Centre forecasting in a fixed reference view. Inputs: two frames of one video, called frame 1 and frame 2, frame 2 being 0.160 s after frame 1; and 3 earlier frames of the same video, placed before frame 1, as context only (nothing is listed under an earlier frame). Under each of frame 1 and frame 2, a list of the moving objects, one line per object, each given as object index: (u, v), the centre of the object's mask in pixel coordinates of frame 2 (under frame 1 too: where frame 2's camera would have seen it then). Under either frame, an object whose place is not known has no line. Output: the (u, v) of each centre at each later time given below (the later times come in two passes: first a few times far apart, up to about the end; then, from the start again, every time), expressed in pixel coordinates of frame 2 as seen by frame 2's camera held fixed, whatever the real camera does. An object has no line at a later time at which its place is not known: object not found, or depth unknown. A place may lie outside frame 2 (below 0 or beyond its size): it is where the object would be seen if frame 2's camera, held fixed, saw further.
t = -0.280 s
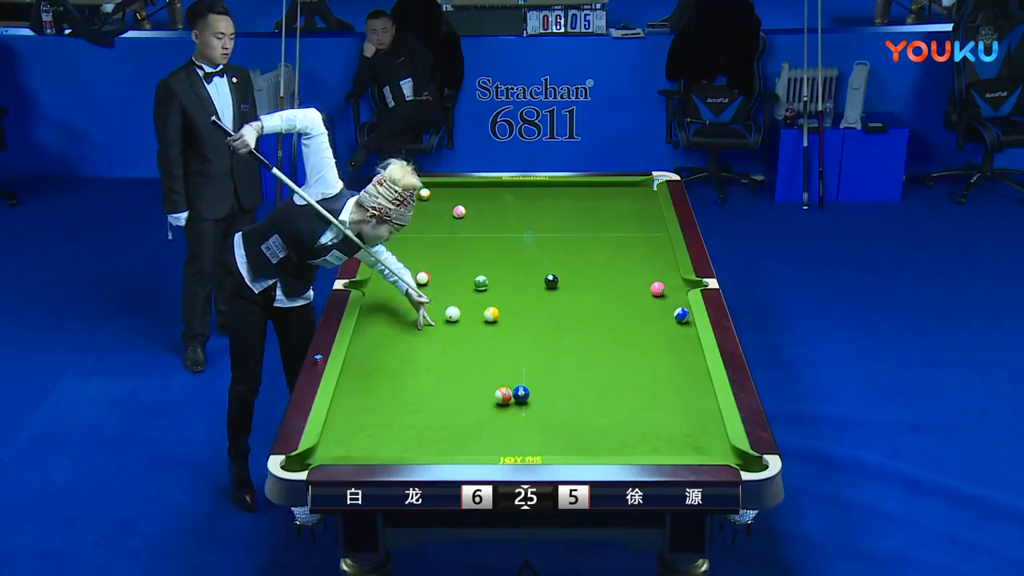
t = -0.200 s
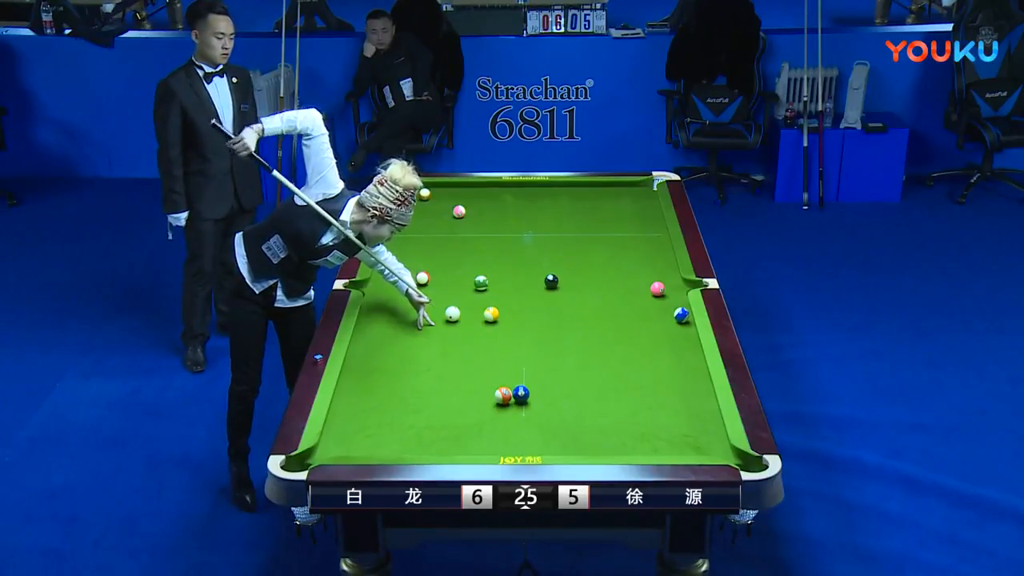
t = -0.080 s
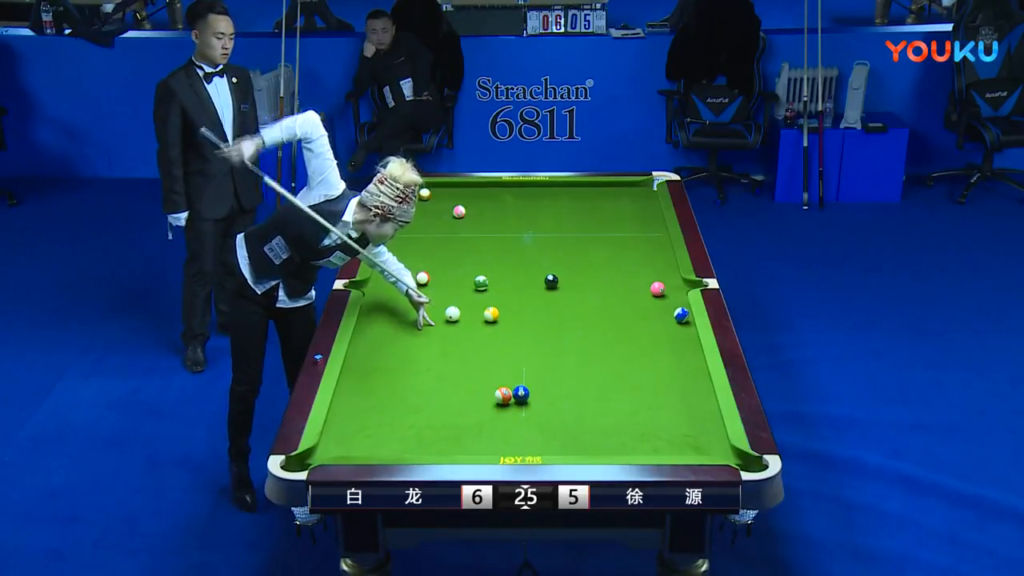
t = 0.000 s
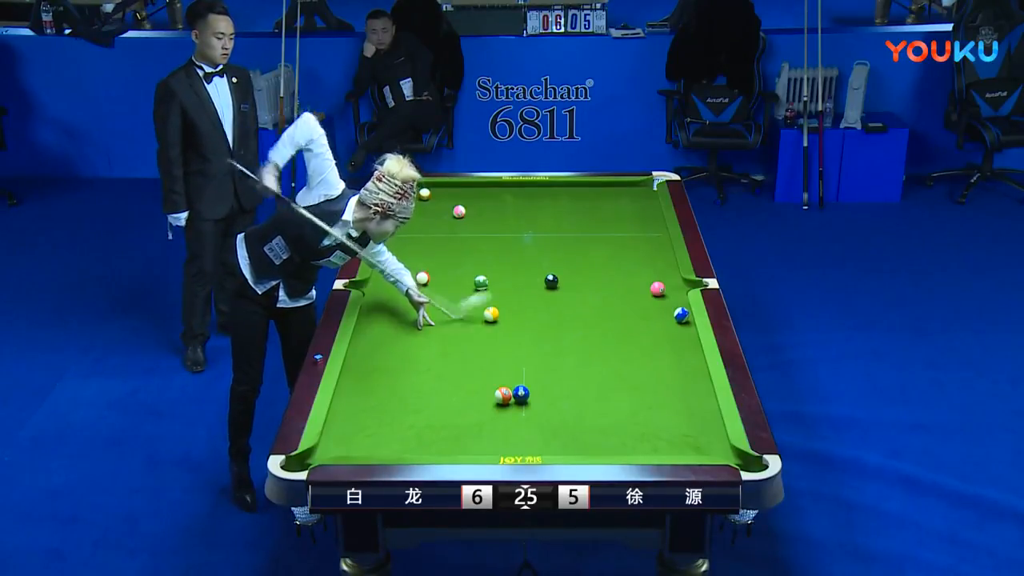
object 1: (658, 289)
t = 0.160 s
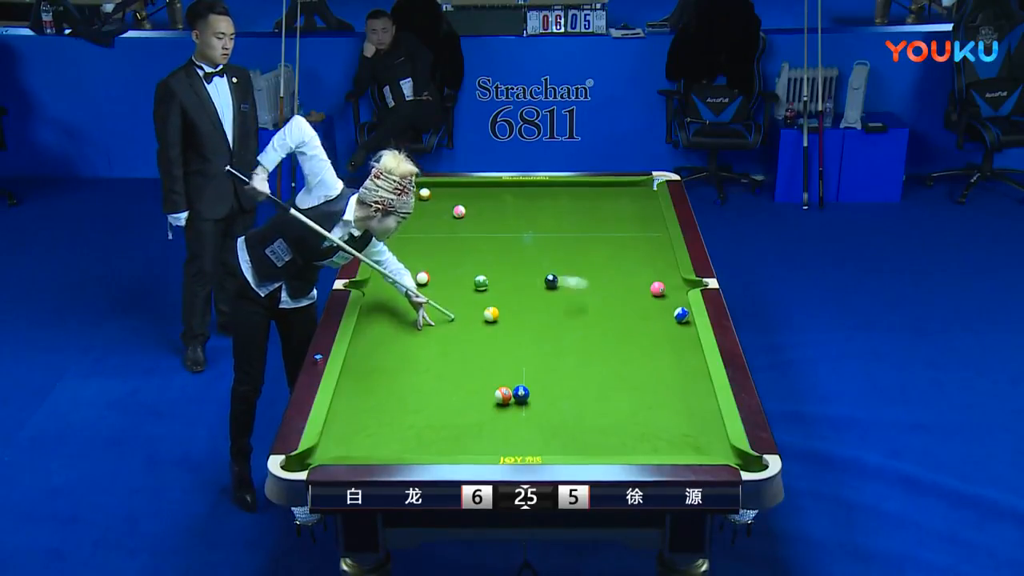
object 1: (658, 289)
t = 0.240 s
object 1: (657, 289)
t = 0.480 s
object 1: (664, 288)
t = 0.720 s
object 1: (629, 304)
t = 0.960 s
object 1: (596, 318)
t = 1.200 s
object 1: (561, 333)
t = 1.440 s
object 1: (526, 348)
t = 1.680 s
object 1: (491, 363)
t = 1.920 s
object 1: (454, 380)
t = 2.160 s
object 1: (417, 396)
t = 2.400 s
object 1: (379, 412)
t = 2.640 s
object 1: (340, 428)
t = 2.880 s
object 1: (342, 442)
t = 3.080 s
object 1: (355, 449)
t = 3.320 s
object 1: (372, 447)
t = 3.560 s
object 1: (387, 443)
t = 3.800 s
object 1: (402, 436)
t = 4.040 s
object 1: (415, 431)
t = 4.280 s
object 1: (426, 427)
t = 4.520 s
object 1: (436, 422)
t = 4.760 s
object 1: (445, 419)
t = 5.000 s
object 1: (453, 416)
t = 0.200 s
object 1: (657, 289)
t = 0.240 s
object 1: (657, 289)
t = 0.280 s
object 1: (658, 289)
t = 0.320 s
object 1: (666, 286)
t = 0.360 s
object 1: (676, 282)
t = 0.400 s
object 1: (683, 282)
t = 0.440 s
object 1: (670, 285)
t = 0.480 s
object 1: (664, 288)
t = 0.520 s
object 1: (657, 291)
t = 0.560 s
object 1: (651, 294)
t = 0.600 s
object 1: (645, 296)
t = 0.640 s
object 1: (640, 299)
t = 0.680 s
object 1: (634, 301)
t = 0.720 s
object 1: (629, 304)
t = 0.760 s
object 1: (623, 306)
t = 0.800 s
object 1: (618, 308)
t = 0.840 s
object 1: (613, 310)
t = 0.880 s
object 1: (607, 313)
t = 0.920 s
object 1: (601, 315)
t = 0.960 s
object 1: (596, 318)
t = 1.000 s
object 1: (590, 320)
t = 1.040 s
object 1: (584, 323)
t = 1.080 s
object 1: (579, 325)
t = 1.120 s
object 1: (573, 328)
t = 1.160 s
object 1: (567, 330)
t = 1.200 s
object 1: (561, 333)
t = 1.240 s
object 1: (555, 336)
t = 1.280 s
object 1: (550, 338)
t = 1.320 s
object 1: (544, 340)
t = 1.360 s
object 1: (538, 343)
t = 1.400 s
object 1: (532, 346)
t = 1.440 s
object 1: (526, 348)
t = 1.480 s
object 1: (520, 351)
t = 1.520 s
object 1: (515, 353)
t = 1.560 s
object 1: (509, 356)
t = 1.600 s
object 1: (503, 359)
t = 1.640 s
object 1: (497, 361)
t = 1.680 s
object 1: (491, 363)
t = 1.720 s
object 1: (484, 367)
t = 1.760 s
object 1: (479, 369)
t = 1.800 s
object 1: (472, 372)
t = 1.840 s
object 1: (466, 374)
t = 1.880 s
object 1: (460, 377)
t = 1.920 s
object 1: (454, 380)
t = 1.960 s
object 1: (448, 382)
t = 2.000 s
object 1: (442, 385)
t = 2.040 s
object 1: (436, 387)
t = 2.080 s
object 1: (430, 391)
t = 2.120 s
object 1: (423, 393)
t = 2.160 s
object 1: (417, 396)
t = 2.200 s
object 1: (411, 398)
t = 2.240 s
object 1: (404, 401)
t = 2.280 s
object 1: (398, 404)
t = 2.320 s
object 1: (392, 407)
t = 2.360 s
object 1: (385, 410)
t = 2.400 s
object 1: (379, 412)
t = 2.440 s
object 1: (373, 415)
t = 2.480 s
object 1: (366, 417)
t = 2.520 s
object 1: (359, 420)
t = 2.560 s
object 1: (353, 423)
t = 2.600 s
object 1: (347, 425)
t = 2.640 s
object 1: (340, 428)
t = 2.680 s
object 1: (333, 432)
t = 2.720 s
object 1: (331, 434)
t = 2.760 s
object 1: (334, 436)
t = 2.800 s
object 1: (337, 438)
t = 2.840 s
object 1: (340, 440)
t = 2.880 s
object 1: (342, 442)
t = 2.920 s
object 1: (345, 445)
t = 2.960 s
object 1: (348, 446)
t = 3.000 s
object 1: (350, 447)
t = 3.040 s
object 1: (353, 448)
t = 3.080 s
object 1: (355, 449)
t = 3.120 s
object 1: (358, 450)
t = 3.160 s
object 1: (361, 450)
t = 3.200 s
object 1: (364, 449)
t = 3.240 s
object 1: (366, 448)
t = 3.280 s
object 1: (369, 448)
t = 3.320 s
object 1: (372, 447)
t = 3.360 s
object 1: (374, 447)
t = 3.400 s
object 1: (377, 446)
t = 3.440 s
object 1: (380, 445)
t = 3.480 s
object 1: (382, 445)
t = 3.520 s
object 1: (385, 444)
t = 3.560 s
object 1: (387, 443)
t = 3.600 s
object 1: (390, 442)
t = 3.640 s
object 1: (392, 440)
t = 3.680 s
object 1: (395, 439)
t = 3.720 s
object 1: (397, 438)
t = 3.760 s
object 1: (399, 437)
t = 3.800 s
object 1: (402, 436)
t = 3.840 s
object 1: (404, 435)
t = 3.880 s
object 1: (406, 434)
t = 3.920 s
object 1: (408, 433)
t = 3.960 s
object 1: (410, 433)
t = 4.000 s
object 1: (412, 432)
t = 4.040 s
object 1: (415, 431)
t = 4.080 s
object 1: (417, 430)
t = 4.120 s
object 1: (419, 429)
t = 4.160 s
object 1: (421, 428)
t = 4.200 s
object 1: (422, 428)
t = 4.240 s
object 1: (424, 427)
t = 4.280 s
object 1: (426, 427)
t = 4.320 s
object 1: (428, 426)
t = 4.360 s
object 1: (429, 426)
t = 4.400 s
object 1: (431, 425)
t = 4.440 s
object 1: (433, 424)
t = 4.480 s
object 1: (435, 423)
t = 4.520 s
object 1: (436, 422)
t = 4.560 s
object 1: (438, 422)
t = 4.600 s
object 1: (439, 421)
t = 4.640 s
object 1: (441, 420)
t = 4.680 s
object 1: (443, 420)
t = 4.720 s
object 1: (444, 419)
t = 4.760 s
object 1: (445, 419)
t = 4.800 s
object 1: (447, 418)
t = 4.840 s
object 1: (448, 418)
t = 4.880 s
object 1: (449, 417)
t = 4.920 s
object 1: (451, 417)
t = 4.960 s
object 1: (451, 416)
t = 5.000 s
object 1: (453, 416)
